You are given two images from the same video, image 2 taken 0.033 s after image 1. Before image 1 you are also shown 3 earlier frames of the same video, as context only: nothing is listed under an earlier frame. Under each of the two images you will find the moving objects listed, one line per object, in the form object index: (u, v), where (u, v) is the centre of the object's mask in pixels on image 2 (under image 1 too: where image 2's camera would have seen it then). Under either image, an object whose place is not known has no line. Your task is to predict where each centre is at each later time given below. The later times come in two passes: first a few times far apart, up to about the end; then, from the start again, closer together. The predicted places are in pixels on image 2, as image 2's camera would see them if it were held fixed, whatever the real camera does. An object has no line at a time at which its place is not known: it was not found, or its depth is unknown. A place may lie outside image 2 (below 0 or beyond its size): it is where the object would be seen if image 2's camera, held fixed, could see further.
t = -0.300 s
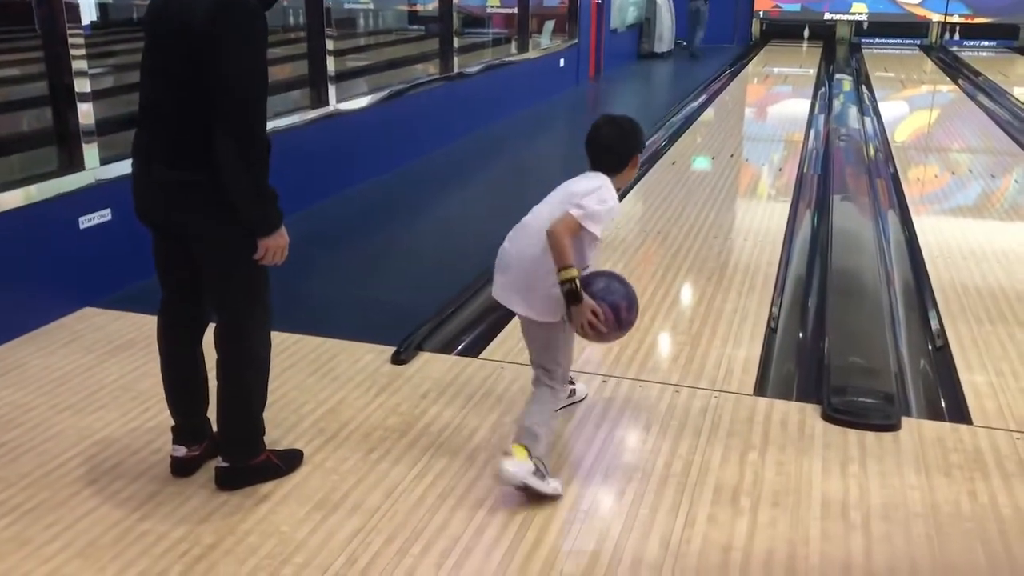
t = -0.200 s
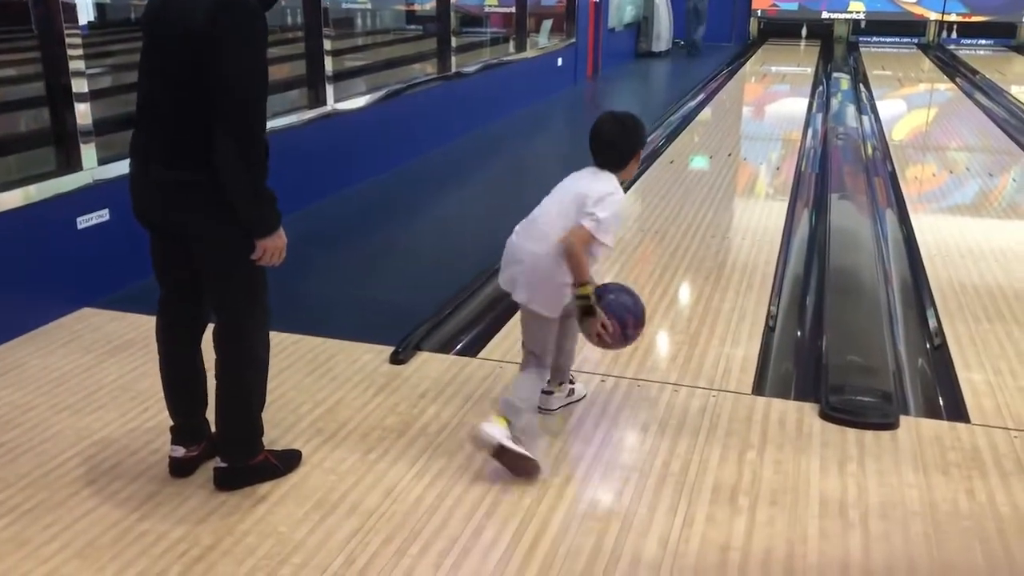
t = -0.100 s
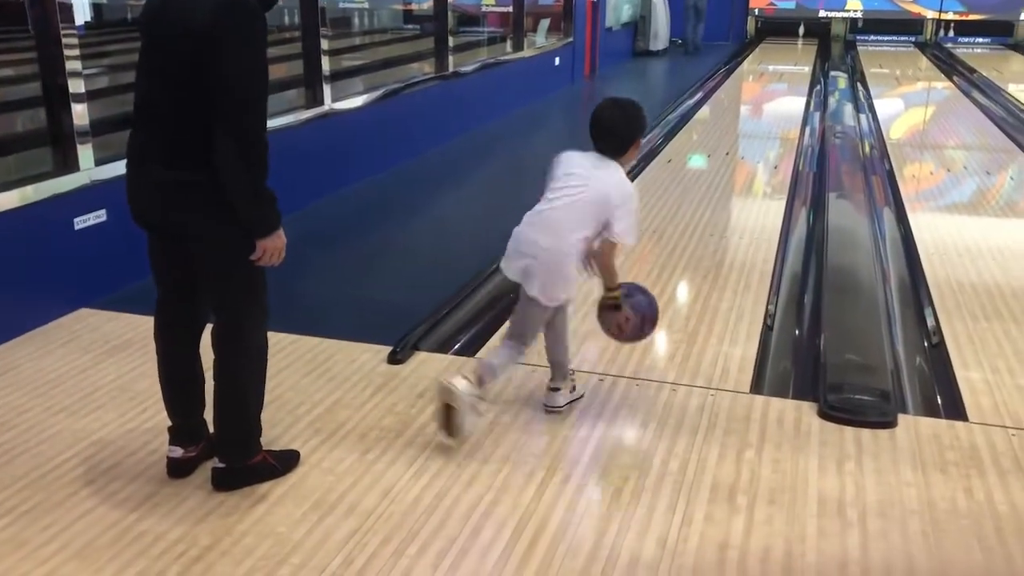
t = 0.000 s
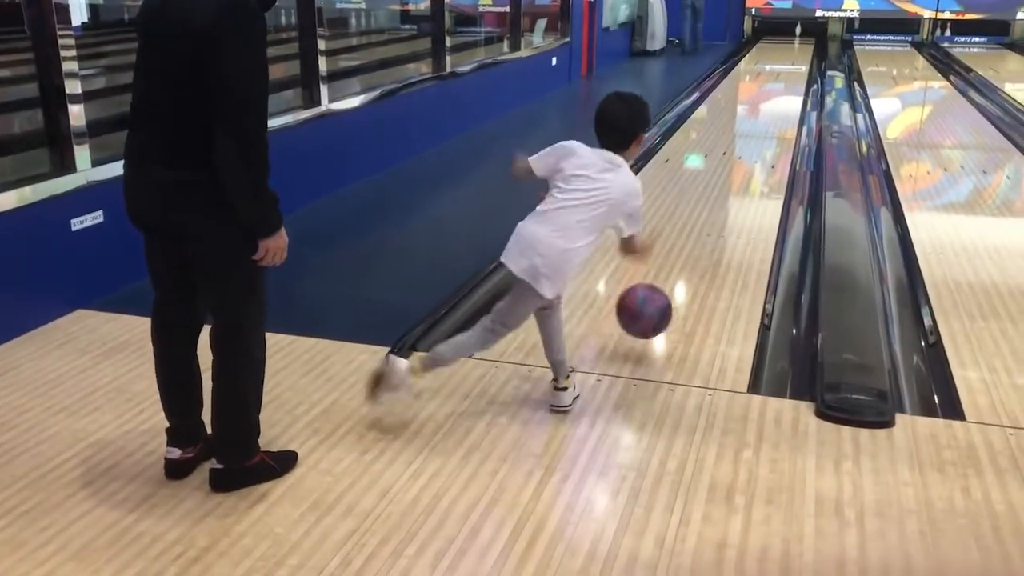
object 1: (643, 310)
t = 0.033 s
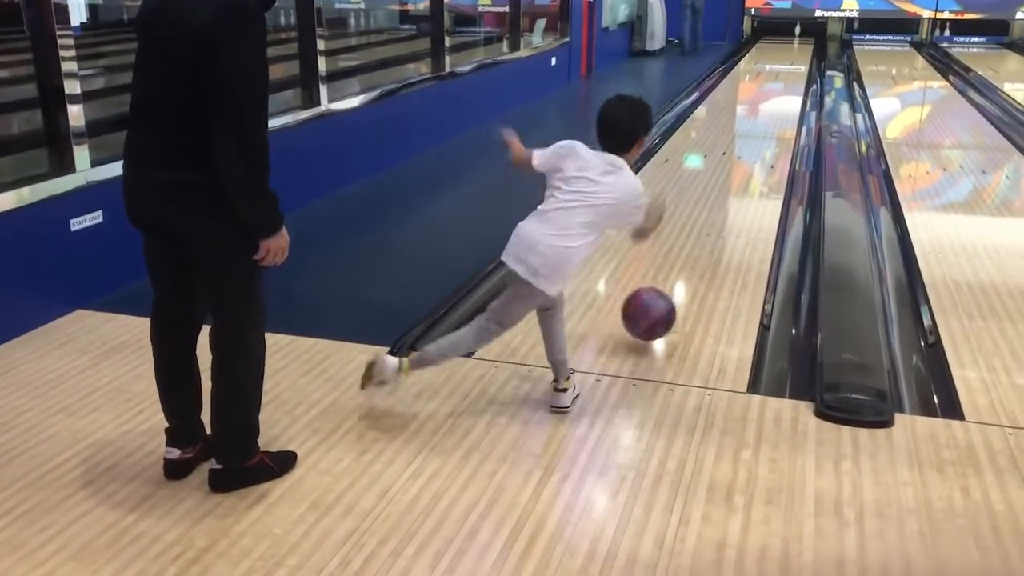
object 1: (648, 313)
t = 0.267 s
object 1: (682, 269)
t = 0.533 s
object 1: (709, 224)
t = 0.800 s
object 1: (730, 191)
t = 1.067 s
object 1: (746, 165)
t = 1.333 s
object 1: (758, 146)
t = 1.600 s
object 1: (769, 129)
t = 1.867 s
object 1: (777, 116)
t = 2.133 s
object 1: (785, 106)
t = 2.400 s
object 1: (791, 96)
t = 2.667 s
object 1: (797, 89)
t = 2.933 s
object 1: (803, 82)
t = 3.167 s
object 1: (808, 77)
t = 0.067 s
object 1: (653, 316)
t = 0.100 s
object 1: (659, 306)
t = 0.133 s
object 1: (664, 299)
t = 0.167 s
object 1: (668, 291)
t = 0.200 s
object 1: (673, 283)
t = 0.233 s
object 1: (677, 276)
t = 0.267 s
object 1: (682, 269)
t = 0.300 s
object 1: (686, 262)
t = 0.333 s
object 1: (690, 256)
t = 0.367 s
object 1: (693, 251)
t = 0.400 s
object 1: (697, 245)
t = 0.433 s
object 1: (700, 239)
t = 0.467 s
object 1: (703, 234)
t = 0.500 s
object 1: (706, 229)
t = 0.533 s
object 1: (709, 224)
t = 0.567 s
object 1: (712, 219)
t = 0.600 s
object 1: (715, 215)
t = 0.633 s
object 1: (718, 210)
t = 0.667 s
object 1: (720, 206)
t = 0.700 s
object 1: (723, 202)
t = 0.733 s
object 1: (725, 198)
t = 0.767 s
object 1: (728, 194)
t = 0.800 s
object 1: (730, 191)
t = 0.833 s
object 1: (732, 187)
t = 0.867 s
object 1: (734, 184)
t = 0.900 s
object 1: (736, 180)
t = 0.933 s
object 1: (739, 177)
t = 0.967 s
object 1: (740, 174)
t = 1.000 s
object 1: (742, 171)
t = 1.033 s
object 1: (744, 168)
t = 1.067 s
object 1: (746, 165)
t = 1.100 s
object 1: (748, 162)
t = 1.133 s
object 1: (749, 160)
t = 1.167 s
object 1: (751, 157)
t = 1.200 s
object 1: (752, 155)
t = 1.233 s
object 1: (754, 152)
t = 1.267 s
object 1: (755, 150)
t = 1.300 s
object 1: (757, 148)
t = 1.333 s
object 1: (758, 146)
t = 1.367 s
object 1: (760, 143)
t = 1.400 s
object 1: (761, 141)
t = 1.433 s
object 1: (762, 139)
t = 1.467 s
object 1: (764, 137)
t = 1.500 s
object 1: (765, 135)
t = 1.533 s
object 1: (766, 133)
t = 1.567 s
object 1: (767, 131)
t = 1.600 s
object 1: (769, 129)
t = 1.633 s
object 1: (770, 127)
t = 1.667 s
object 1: (771, 126)
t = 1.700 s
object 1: (772, 124)
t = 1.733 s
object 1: (773, 123)
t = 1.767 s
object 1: (774, 121)
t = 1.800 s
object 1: (775, 119)
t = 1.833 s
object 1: (776, 118)
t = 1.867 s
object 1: (777, 116)
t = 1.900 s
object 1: (778, 115)
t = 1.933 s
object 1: (779, 113)
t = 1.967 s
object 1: (780, 112)
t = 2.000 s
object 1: (781, 110)
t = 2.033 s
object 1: (782, 109)
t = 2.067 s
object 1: (783, 108)
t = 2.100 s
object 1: (784, 106)
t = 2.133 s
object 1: (785, 106)
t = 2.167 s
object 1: (786, 104)
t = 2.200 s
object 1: (787, 103)
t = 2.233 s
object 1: (788, 102)
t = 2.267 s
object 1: (788, 101)
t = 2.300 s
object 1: (789, 99)
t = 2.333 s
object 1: (790, 98)
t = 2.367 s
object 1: (791, 97)
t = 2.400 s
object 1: (791, 96)
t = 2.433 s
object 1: (792, 95)
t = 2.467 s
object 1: (793, 94)
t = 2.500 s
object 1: (794, 93)
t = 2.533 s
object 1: (794, 92)
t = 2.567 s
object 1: (795, 91)
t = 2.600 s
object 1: (796, 90)
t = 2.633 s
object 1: (797, 89)
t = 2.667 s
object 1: (797, 89)
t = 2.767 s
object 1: (800, 86)
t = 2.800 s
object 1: (800, 85)
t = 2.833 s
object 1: (800, 85)
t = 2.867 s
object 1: (801, 84)
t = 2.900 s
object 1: (802, 84)
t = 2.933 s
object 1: (803, 82)
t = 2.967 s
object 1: (804, 81)
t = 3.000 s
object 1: (804, 81)
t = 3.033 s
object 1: (805, 80)
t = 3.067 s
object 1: (806, 79)
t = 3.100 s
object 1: (806, 79)
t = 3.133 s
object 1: (807, 78)
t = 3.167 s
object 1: (808, 77)
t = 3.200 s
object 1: (808, 77)
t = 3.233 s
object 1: (809, 77)
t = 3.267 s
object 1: (811, 77)
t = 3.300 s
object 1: (812, 76)
